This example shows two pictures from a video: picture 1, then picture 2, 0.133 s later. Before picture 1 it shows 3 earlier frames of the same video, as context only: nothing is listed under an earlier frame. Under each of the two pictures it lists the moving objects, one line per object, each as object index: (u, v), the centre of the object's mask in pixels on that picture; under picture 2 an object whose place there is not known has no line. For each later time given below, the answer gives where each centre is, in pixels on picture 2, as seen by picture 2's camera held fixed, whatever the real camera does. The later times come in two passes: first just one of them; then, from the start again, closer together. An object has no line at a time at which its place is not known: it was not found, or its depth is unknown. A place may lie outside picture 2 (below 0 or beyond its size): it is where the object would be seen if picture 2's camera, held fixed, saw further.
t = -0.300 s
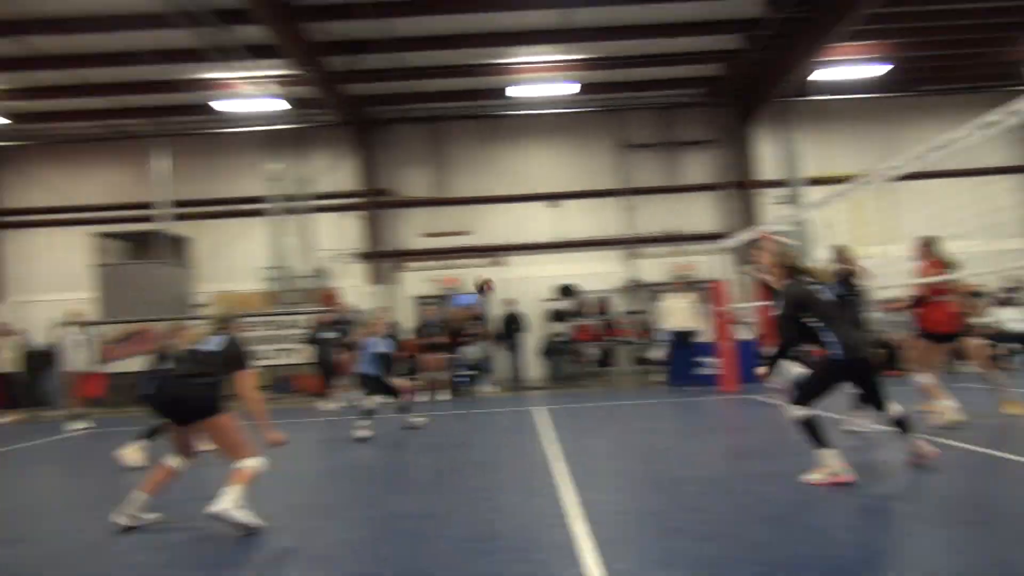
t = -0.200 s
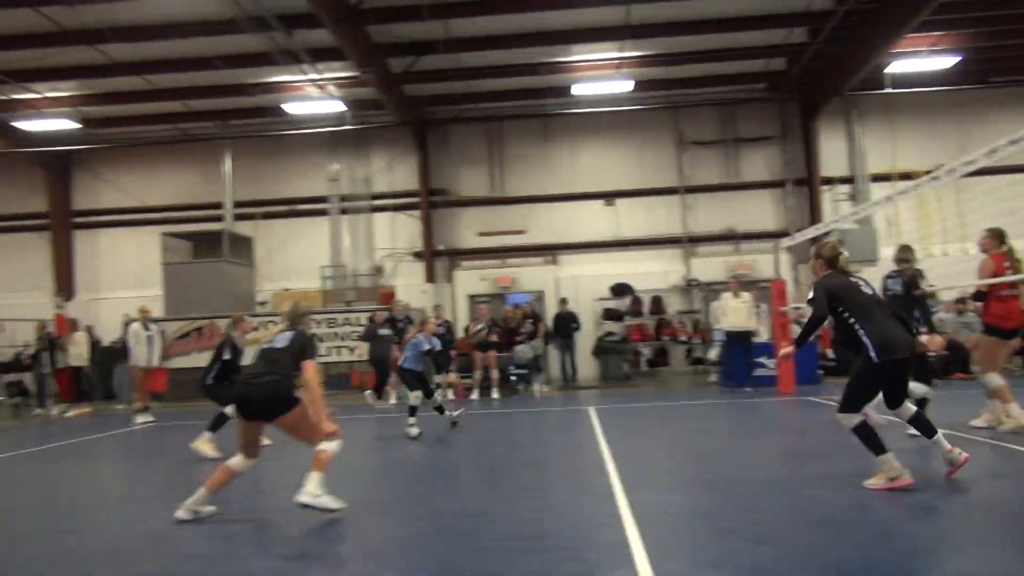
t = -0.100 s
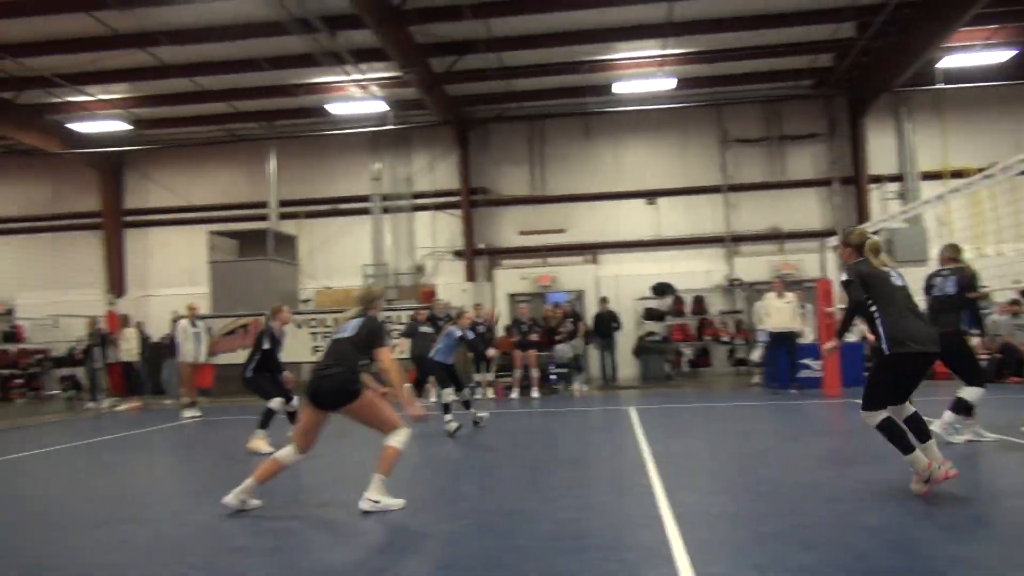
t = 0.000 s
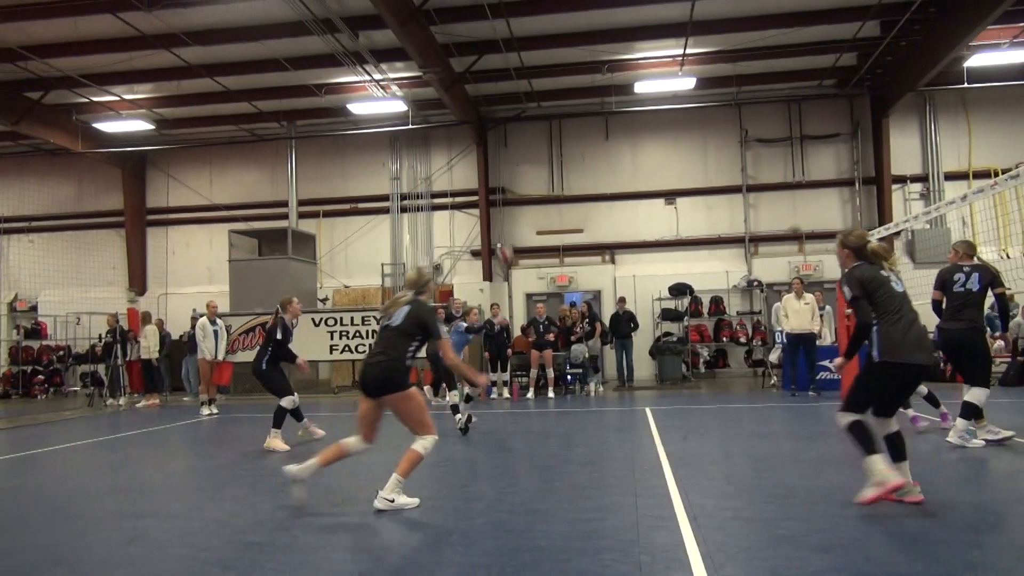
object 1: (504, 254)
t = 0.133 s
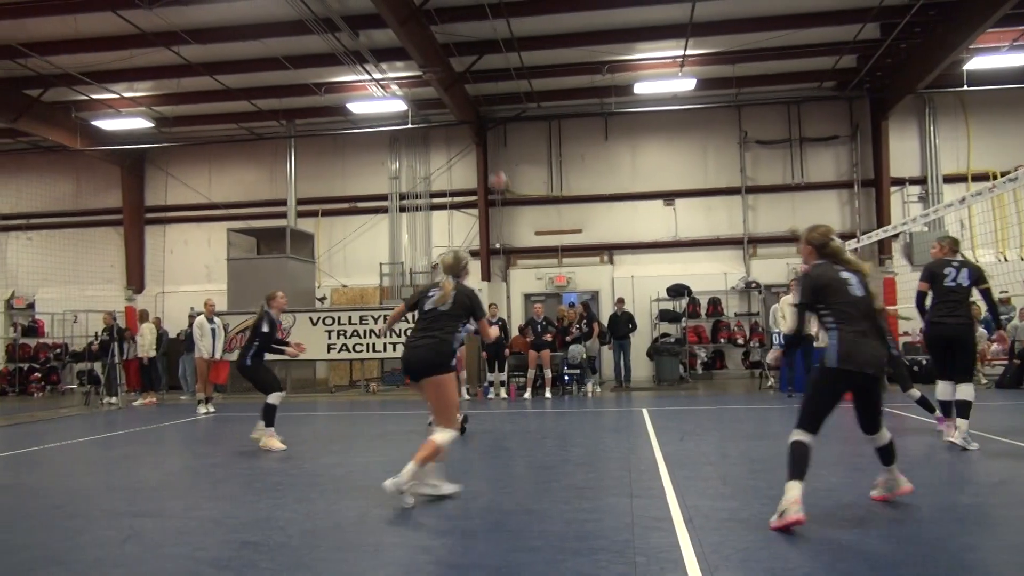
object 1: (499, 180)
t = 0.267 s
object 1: (494, 122)
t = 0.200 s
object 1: (496, 150)
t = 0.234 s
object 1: (495, 135)
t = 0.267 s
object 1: (494, 122)
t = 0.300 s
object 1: (493, 110)
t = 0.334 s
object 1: (492, 98)
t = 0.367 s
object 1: (491, 86)
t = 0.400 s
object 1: (490, 76)
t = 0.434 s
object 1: (489, 67)
